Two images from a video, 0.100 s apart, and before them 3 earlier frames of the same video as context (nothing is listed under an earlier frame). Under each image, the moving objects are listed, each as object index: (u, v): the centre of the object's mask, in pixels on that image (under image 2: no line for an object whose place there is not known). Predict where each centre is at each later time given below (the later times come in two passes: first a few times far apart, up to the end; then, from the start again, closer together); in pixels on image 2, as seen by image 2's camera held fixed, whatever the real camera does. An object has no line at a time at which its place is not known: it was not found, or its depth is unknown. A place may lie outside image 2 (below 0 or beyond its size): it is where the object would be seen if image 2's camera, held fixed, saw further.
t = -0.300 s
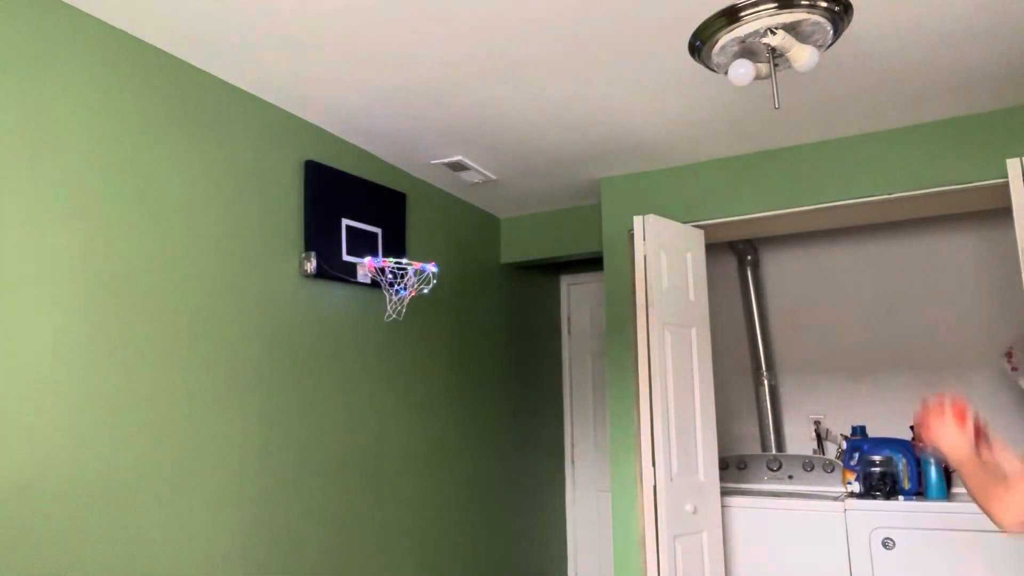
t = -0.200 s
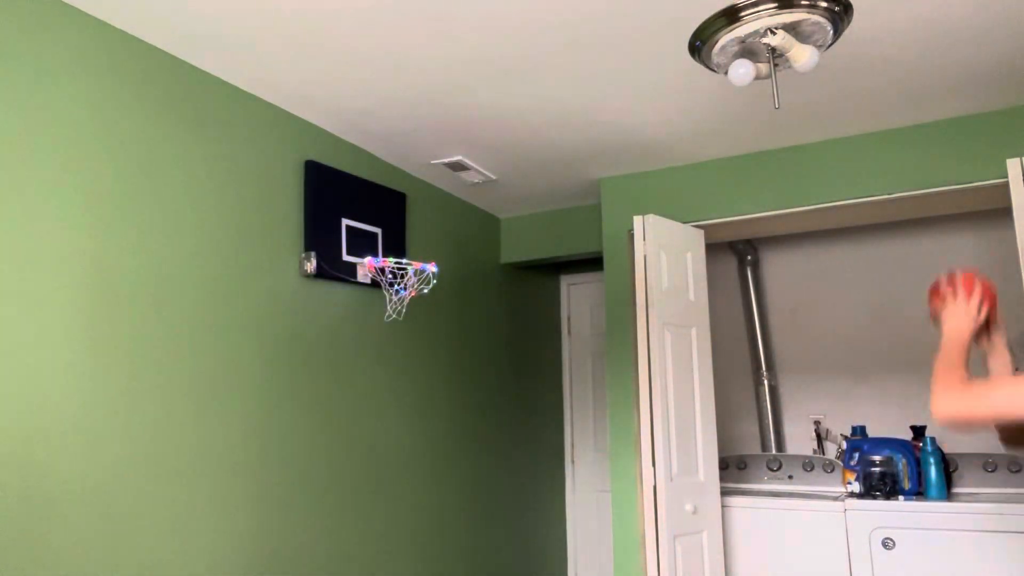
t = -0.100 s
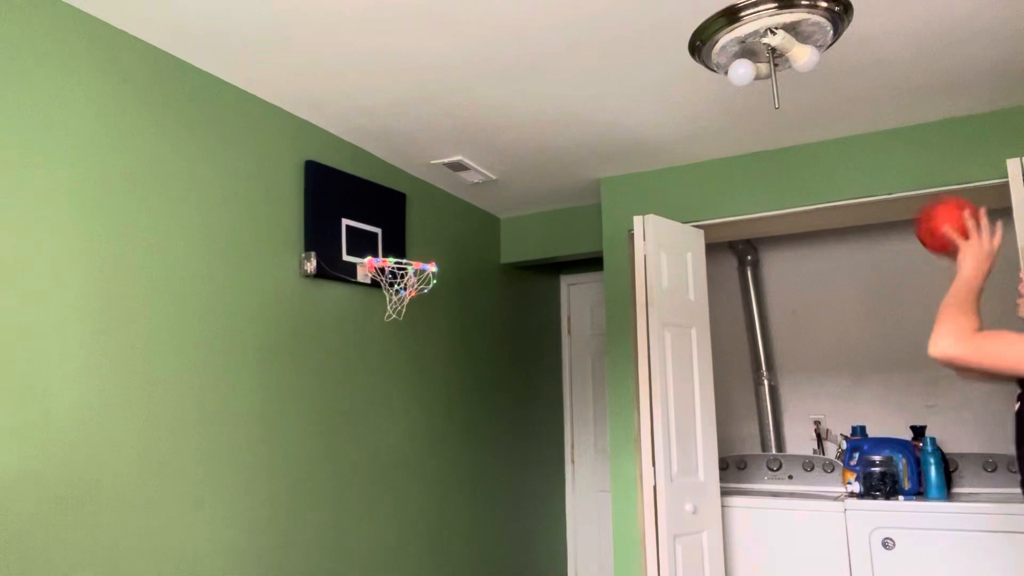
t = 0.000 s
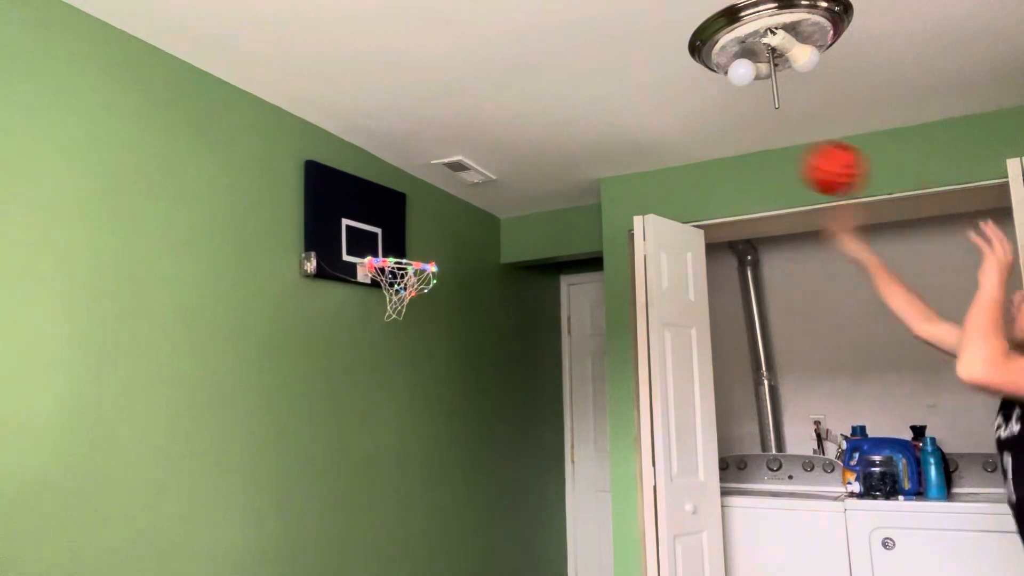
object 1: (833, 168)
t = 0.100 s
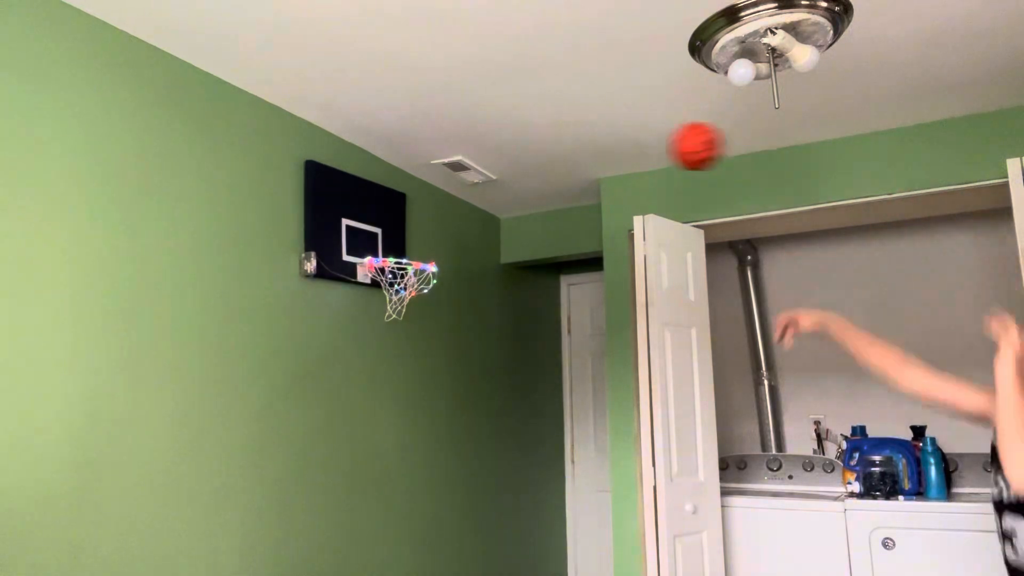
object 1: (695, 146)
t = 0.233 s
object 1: (556, 168)
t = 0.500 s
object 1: (438, 252)
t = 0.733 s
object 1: (489, 385)
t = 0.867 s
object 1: (526, 564)
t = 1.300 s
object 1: (628, 516)
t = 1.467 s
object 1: (655, 382)
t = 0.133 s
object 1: (657, 147)
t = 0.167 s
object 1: (622, 151)
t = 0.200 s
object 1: (588, 158)
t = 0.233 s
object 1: (556, 168)
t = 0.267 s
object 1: (526, 181)
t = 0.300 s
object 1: (498, 195)
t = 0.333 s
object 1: (472, 212)
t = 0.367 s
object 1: (444, 231)
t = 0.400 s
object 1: (423, 249)
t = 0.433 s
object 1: (427, 249)
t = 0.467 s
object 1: (433, 249)
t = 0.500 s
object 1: (438, 252)
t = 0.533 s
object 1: (444, 259)
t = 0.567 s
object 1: (451, 269)
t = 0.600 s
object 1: (458, 283)
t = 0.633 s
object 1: (464, 301)
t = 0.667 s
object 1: (472, 323)
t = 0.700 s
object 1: (480, 351)
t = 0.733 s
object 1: (489, 385)
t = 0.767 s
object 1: (498, 425)
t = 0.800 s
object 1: (507, 470)
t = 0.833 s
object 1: (517, 525)
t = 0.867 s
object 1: (526, 564)
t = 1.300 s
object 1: (628, 516)
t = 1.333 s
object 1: (633, 477)
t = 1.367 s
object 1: (637, 444)
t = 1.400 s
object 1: (643, 417)
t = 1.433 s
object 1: (648, 397)
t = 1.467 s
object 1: (655, 382)
